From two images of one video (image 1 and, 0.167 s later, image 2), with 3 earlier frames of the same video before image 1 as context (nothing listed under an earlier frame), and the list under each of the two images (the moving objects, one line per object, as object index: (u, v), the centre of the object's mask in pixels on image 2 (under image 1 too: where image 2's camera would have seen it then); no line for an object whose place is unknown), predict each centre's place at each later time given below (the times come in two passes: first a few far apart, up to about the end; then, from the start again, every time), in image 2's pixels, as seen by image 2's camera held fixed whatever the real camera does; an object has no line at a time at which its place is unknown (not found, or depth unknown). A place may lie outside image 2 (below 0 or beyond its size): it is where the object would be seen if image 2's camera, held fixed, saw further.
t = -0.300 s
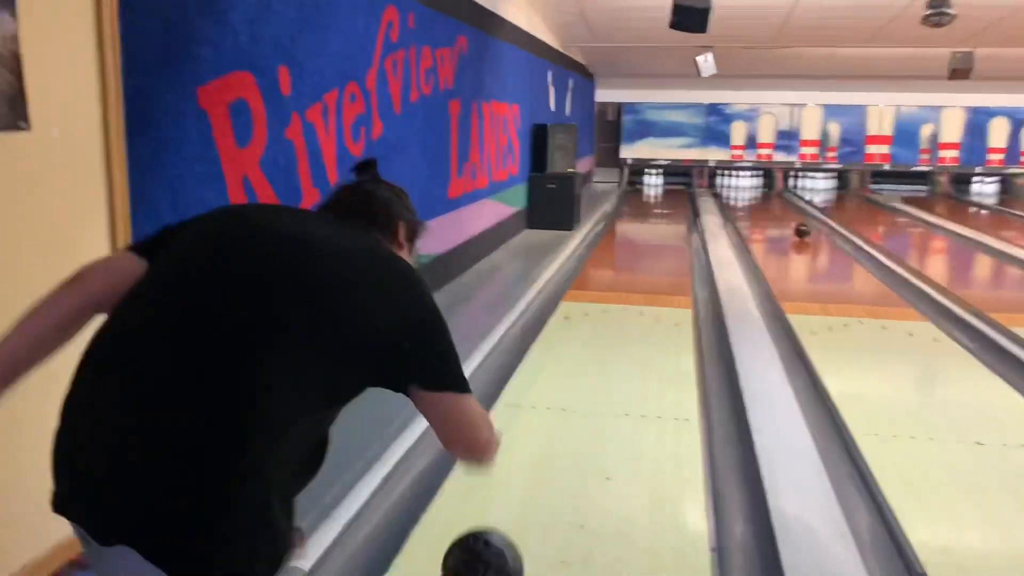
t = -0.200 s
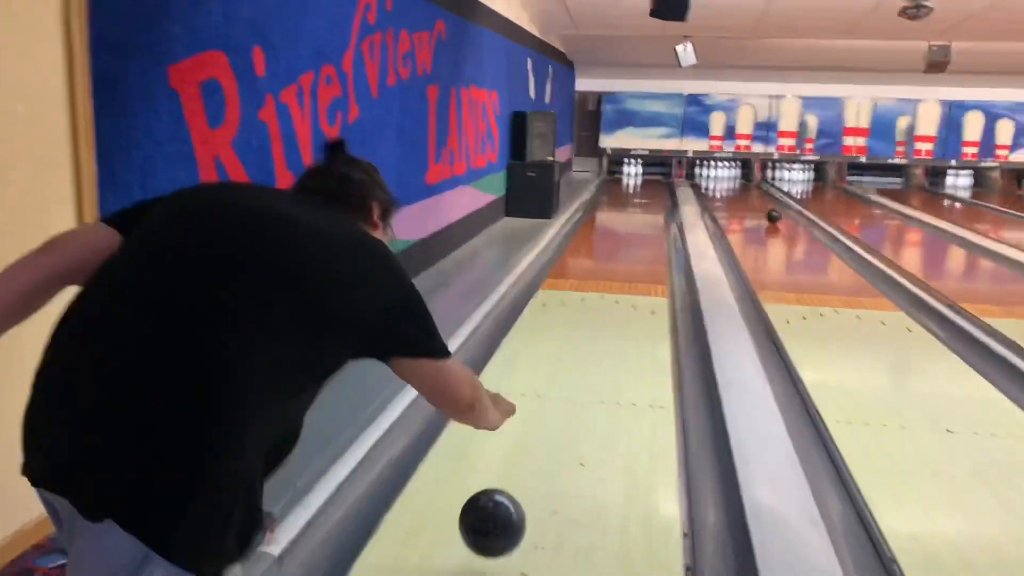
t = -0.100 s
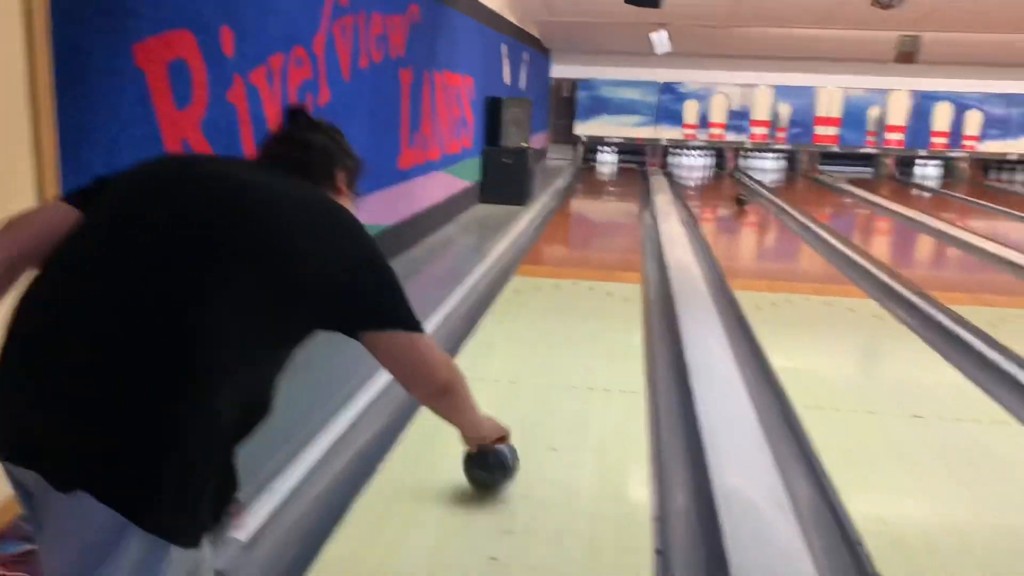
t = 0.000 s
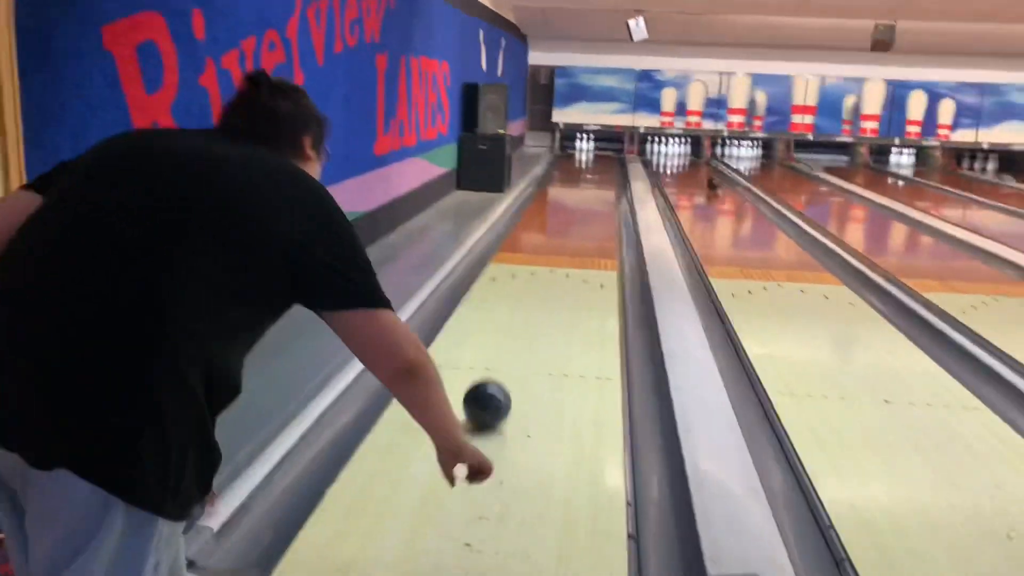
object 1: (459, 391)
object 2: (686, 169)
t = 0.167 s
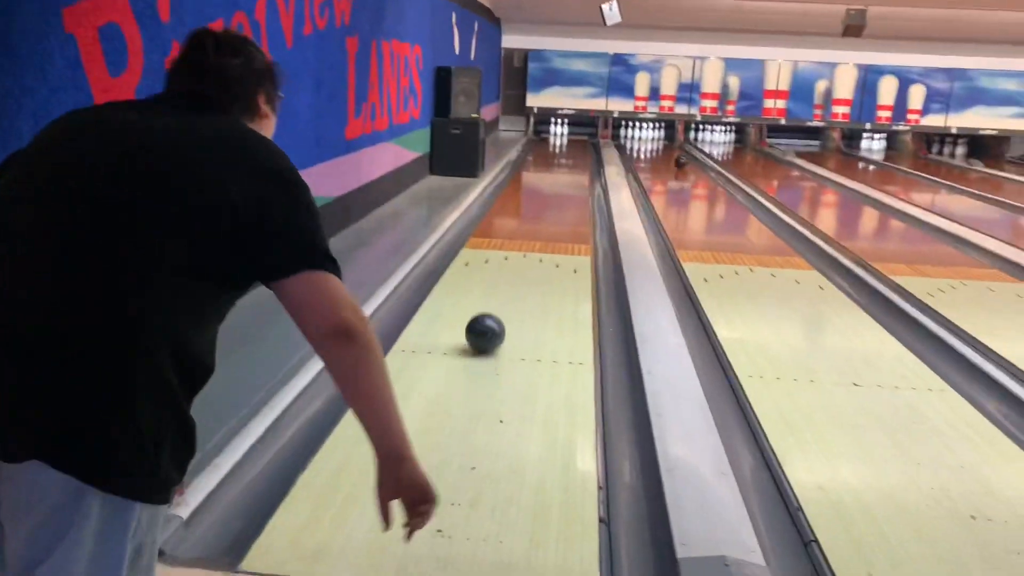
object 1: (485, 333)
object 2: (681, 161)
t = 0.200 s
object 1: (489, 324)
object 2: (679, 161)
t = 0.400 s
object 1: (508, 281)
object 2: (673, 155)
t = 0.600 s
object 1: (522, 252)
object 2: (668, 150)
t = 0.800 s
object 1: (531, 230)
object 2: (662, 146)
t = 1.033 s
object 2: (659, 143)
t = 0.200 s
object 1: (489, 324)
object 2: (679, 161)
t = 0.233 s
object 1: (493, 316)
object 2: (678, 160)
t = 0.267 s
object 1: (496, 308)
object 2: (677, 159)
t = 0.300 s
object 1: (499, 301)
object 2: (676, 157)
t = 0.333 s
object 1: (502, 294)
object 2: (675, 157)
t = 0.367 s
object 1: (505, 287)
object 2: (674, 156)
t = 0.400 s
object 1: (508, 281)
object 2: (673, 155)
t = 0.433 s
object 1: (511, 276)
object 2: (672, 154)
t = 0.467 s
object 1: (513, 270)
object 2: (671, 153)
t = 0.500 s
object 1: (515, 265)
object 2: (671, 152)
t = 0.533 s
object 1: (518, 260)
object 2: (670, 151)
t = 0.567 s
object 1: (520, 256)
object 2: (669, 150)
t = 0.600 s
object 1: (522, 252)
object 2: (668, 150)
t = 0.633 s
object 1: (523, 248)
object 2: (665, 150)
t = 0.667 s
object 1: (526, 243)
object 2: (666, 149)
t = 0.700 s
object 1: (527, 240)
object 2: (663, 148)
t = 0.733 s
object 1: (528, 237)
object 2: (663, 148)
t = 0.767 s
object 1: (530, 233)
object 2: (663, 146)
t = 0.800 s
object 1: (531, 230)
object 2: (662, 146)
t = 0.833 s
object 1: (533, 226)
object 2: (663, 146)
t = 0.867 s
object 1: (534, 223)
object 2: (662, 145)
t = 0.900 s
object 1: (536, 220)
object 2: (661, 145)
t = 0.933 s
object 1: (537, 218)
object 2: (660, 143)
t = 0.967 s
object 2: (659, 145)
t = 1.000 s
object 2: (658, 144)
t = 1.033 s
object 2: (659, 143)
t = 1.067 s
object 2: (657, 141)
